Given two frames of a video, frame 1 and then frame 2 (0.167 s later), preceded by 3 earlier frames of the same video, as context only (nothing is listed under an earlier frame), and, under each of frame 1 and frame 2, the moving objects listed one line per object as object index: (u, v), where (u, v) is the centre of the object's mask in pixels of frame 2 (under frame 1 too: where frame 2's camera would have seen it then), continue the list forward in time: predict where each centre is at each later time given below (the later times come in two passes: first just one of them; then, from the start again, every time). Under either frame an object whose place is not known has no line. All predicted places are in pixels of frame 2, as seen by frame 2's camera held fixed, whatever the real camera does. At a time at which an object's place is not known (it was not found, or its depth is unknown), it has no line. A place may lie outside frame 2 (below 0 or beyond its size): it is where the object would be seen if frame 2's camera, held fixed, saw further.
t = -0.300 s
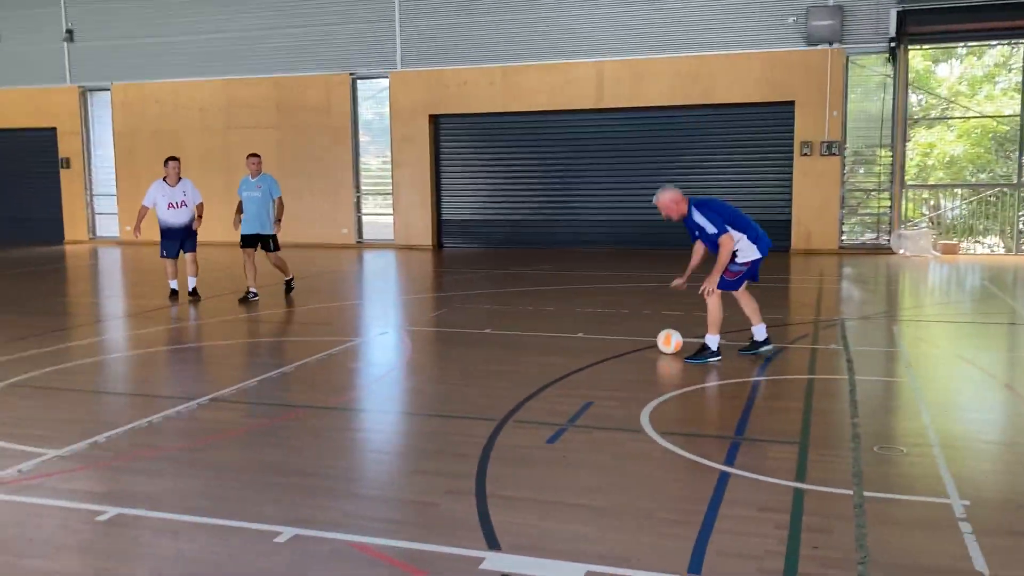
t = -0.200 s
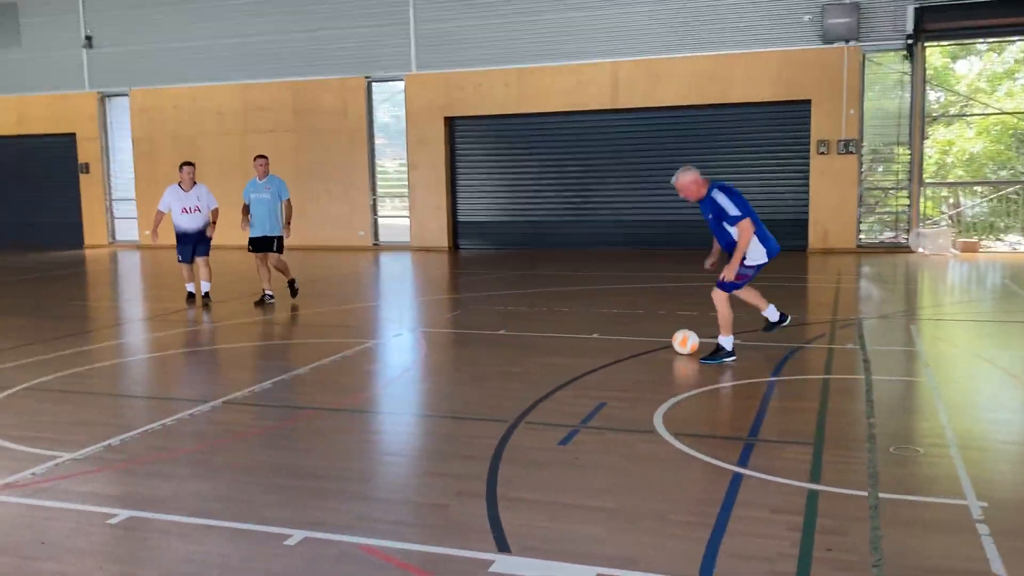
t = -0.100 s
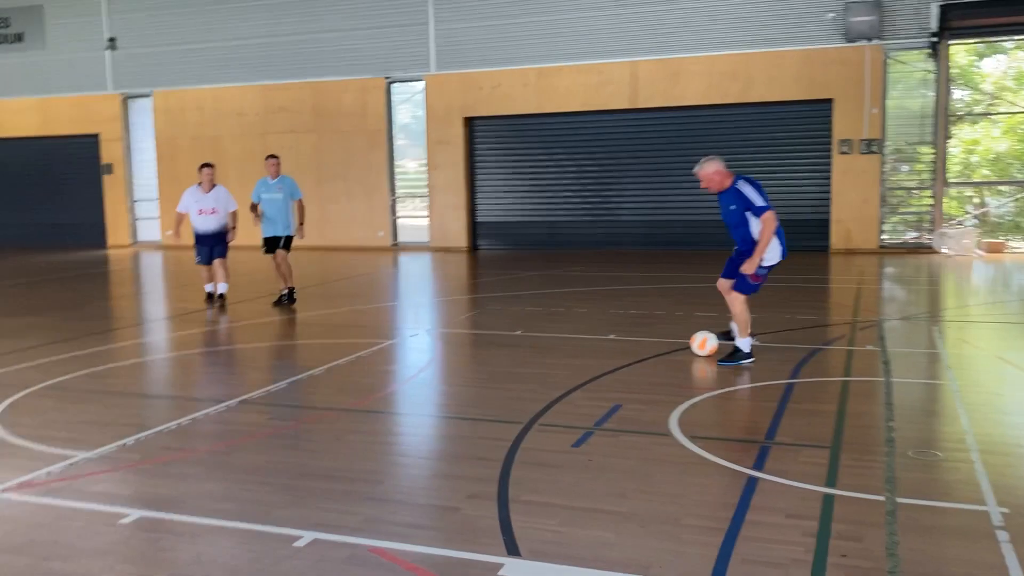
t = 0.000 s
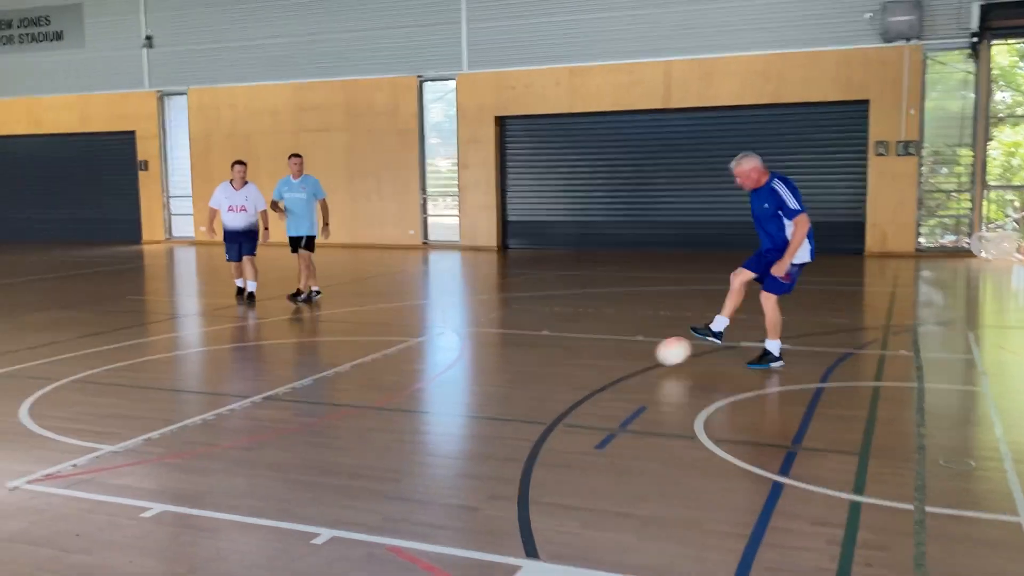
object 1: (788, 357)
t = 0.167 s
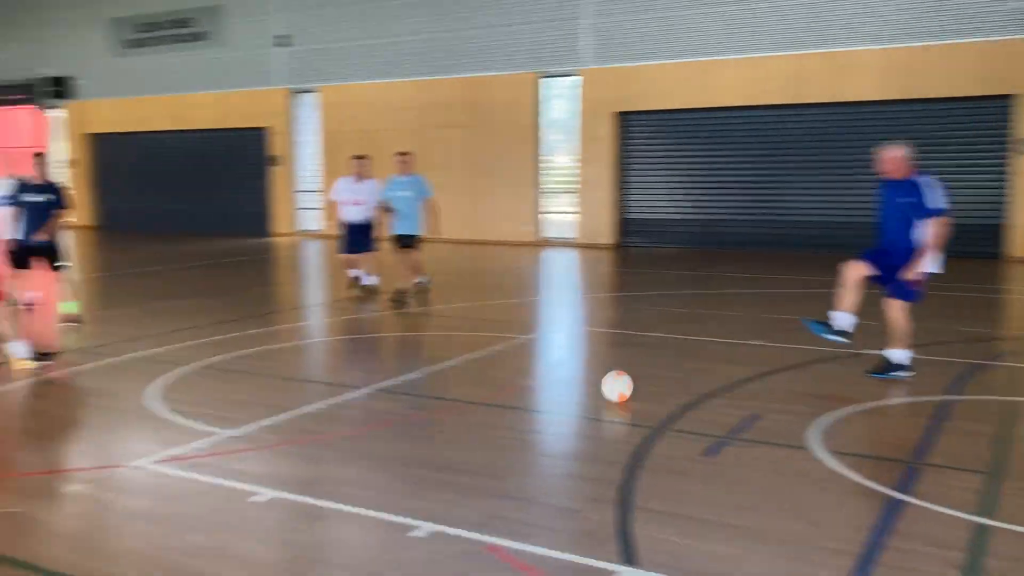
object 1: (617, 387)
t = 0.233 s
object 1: (544, 392)
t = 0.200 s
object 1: (583, 389)
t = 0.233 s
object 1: (544, 392)
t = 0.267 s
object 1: (507, 398)
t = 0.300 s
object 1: (467, 406)
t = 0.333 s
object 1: (426, 414)
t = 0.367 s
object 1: (385, 418)
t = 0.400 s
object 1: (342, 424)
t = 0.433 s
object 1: (298, 432)
